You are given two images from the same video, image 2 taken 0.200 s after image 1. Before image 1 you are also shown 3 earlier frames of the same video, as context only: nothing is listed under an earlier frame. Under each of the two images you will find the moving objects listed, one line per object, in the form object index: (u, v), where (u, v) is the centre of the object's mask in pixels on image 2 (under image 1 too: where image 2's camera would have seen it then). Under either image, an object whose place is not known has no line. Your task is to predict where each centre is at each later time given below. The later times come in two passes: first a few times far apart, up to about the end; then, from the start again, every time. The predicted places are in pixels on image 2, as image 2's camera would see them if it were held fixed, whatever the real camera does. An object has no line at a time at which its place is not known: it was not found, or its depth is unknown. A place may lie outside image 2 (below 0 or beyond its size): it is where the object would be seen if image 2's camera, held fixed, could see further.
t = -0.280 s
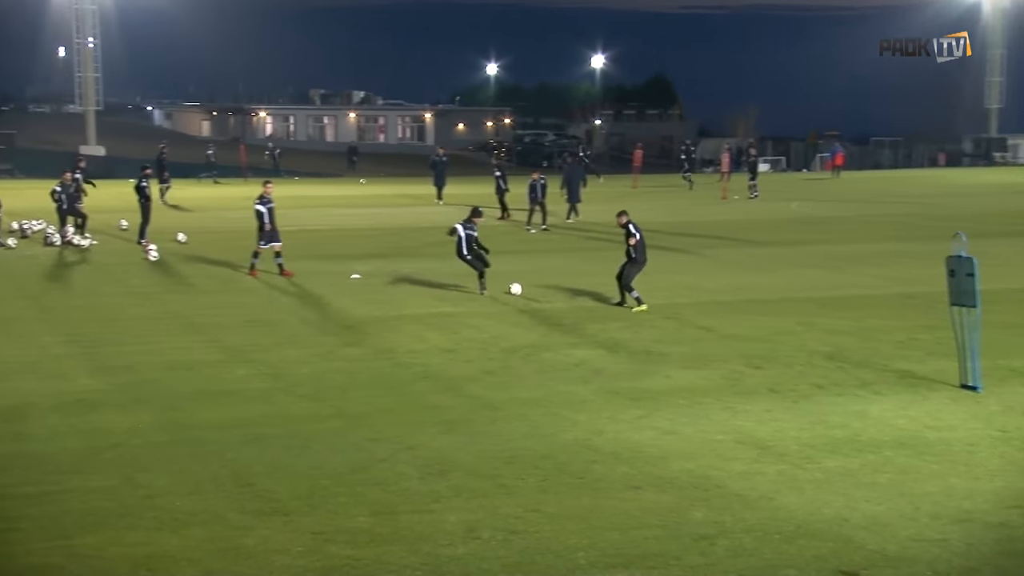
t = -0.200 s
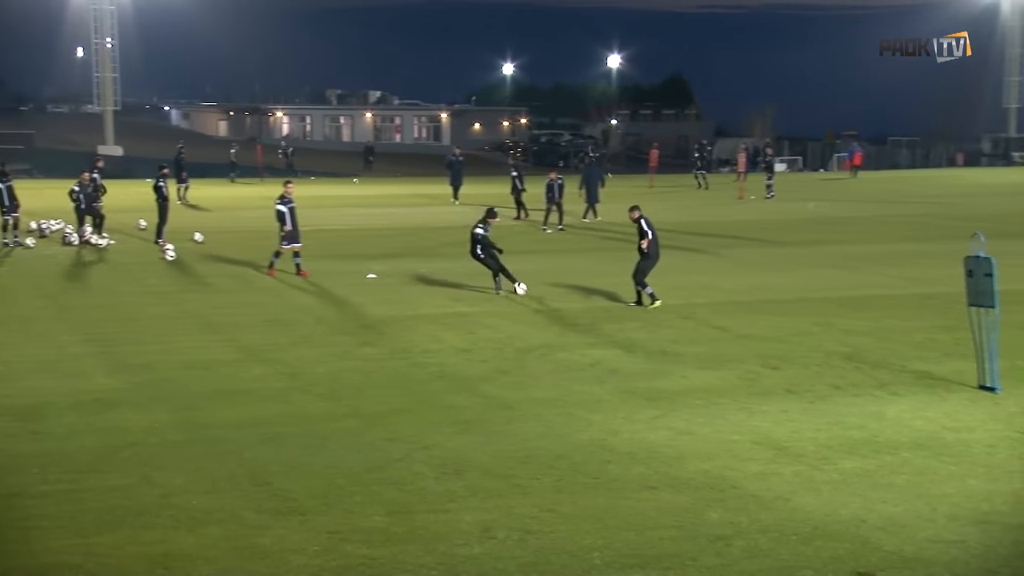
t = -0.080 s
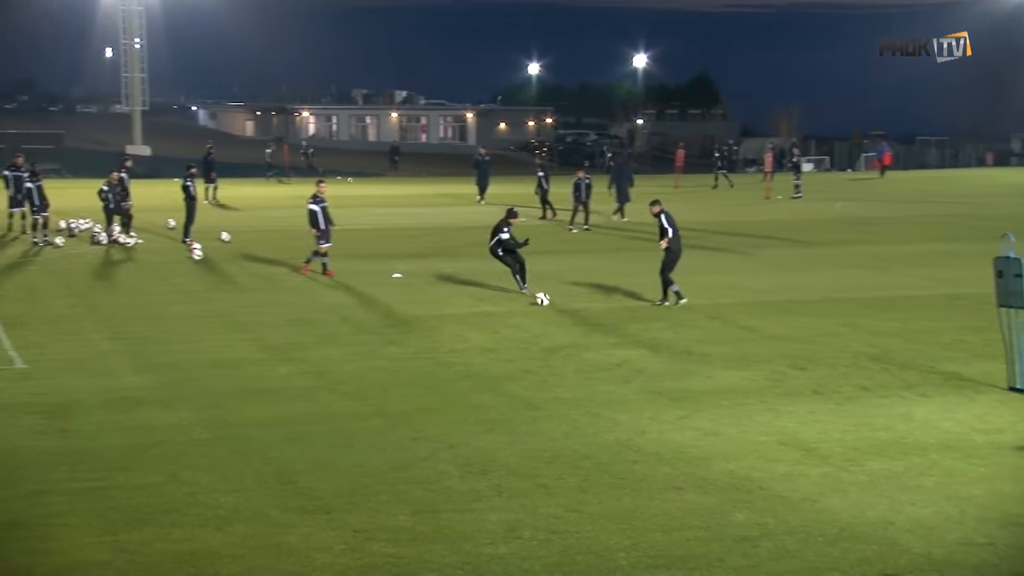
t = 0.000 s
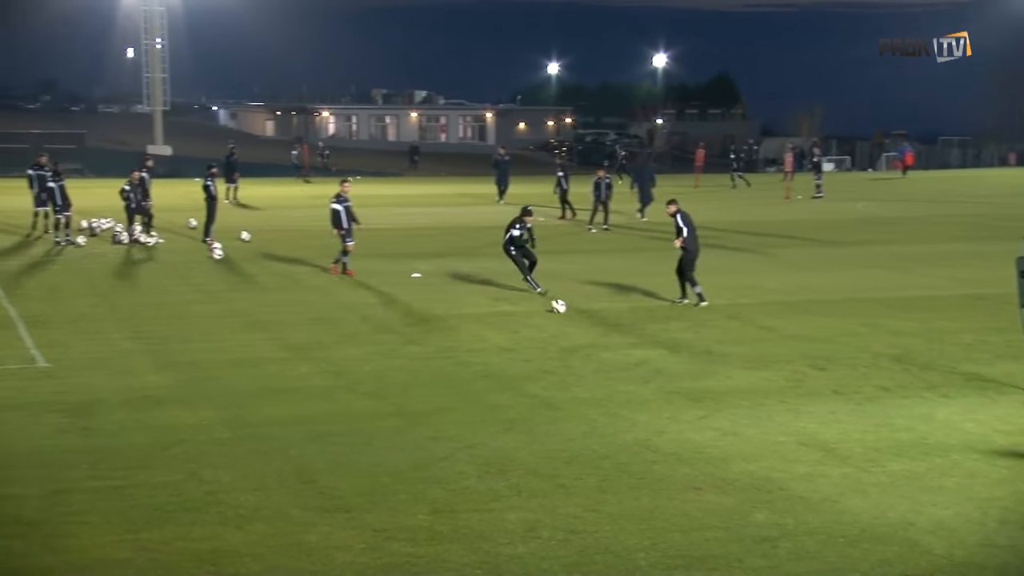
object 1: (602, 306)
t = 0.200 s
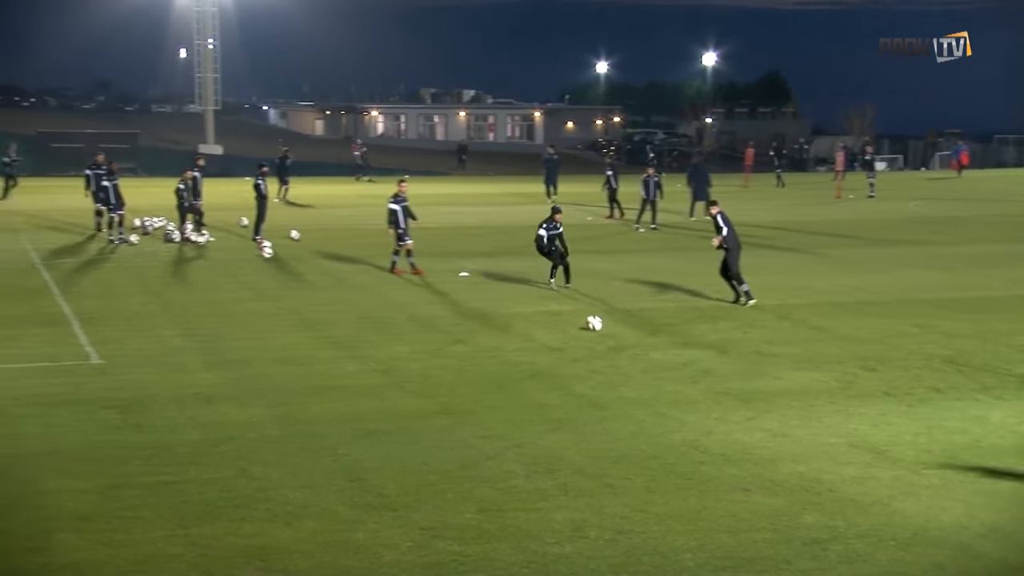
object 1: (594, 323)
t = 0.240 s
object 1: (591, 327)
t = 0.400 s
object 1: (578, 341)
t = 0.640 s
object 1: (551, 360)
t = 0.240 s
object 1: (591, 327)
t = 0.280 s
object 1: (589, 331)
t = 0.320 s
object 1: (585, 334)
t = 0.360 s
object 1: (582, 338)
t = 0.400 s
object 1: (578, 341)
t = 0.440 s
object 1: (574, 344)
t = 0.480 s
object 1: (570, 348)
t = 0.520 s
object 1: (566, 351)
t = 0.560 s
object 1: (561, 354)
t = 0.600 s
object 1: (556, 356)
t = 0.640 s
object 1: (551, 360)
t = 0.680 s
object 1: (546, 365)
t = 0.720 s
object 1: (540, 369)
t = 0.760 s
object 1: (534, 372)
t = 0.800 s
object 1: (529, 375)
